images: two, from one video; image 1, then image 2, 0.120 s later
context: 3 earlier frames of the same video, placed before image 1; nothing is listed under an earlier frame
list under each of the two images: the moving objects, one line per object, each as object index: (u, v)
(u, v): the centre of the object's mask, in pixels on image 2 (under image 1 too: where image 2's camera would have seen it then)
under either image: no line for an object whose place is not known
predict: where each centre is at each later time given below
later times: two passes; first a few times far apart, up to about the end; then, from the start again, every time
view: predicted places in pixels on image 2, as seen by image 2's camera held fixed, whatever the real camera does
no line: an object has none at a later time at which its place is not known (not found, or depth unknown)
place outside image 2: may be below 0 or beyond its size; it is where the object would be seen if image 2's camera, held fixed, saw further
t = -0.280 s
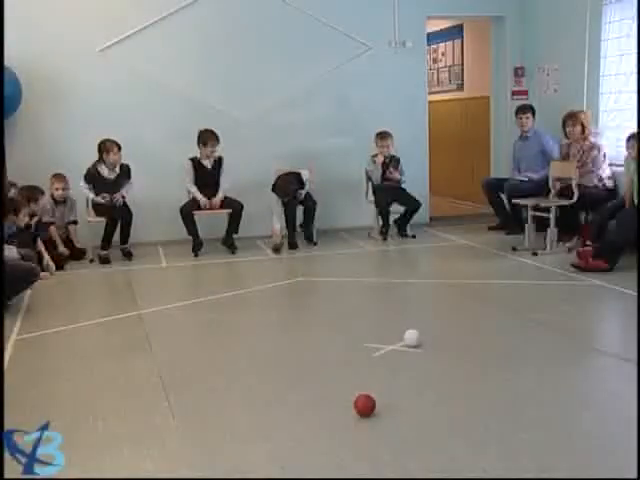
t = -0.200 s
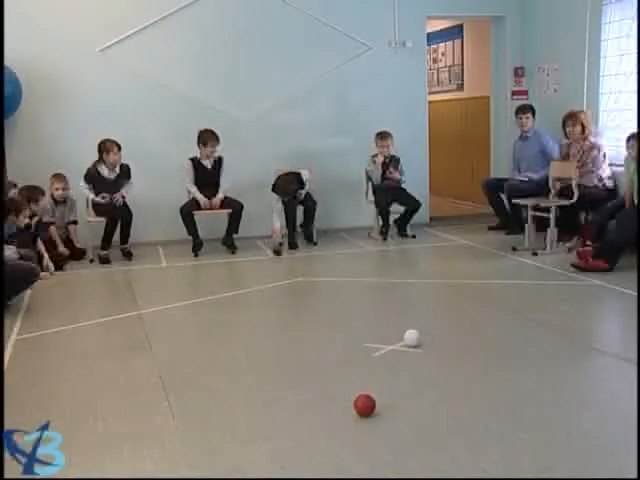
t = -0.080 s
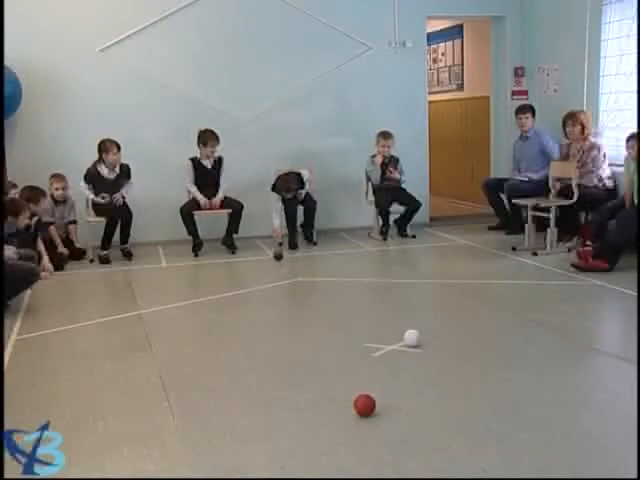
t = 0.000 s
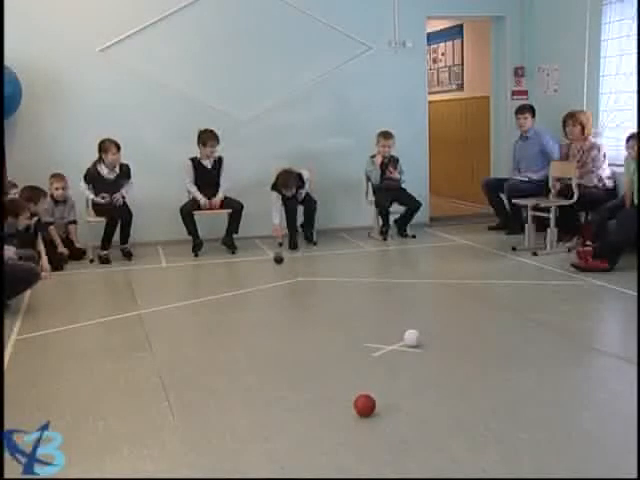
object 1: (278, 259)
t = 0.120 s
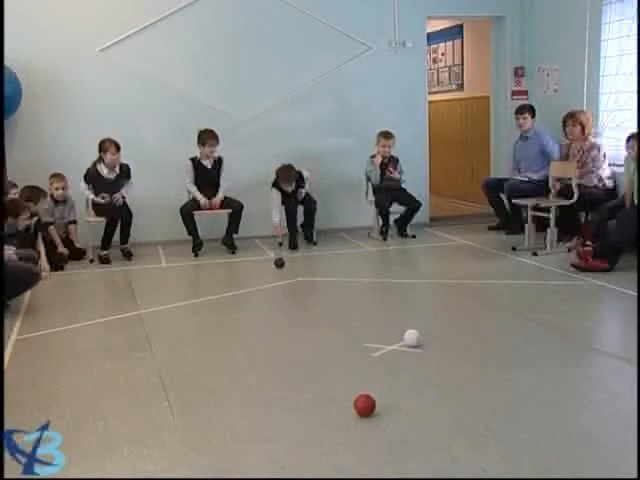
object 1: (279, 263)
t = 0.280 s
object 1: (280, 269)
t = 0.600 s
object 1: (280, 280)
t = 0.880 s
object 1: (280, 289)
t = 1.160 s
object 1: (278, 300)
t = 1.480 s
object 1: (274, 311)
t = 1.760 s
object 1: (269, 320)
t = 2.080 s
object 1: (260, 331)
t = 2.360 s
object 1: (251, 340)
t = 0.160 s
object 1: (279, 264)
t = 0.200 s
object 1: (280, 265)
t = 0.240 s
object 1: (280, 267)
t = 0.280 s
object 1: (280, 269)
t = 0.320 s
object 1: (280, 270)
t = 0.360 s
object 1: (280, 271)
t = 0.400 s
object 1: (280, 272)
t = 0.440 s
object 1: (280, 274)
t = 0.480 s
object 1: (280, 274)
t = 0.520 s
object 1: (281, 277)
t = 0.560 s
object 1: (280, 278)
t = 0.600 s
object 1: (280, 280)
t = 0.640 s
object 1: (281, 281)
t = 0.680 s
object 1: (281, 282)
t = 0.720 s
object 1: (281, 284)
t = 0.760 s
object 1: (281, 285)
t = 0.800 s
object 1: (281, 287)
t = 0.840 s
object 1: (281, 288)
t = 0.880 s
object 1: (280, 289)
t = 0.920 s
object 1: (280, 291)
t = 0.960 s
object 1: (280, 292)
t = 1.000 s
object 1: (280, 294)
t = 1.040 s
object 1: (279, 295)
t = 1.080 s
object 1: (279, 297)
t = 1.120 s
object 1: (279, 298)
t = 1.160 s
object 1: (278, 300)
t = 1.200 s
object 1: (278, 301)
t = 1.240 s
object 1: (278, 302)
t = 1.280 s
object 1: (277, 304)
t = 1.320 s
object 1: (277, 305)
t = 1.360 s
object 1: (276, 307)
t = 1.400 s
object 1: (276, 309)
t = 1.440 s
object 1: (275, 309)
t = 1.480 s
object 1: (274, 311)
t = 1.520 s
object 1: (274, 312)
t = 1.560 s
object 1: (273, 314)
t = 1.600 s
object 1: (272, 315)
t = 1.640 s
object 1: (271, 317)
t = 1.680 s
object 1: (270, 318)
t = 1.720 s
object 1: (269, 319)
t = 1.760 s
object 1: (269, 320)
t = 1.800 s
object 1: (268, 322)
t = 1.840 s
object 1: (267, 324)
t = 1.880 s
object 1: (266, 325)
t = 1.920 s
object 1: (265, 326)
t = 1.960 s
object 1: (264, 328)
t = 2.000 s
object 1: (262, 329)
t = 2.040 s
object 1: (261, 330)
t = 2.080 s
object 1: (260, 331)
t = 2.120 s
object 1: (259, 332)
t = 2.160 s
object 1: (258, 334)
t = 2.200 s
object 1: (257, 335)
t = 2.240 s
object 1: (255, 336)
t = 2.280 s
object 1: (254, 338)
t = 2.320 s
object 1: (253, 339)
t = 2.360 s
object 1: (251, 340)
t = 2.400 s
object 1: (250, 341)
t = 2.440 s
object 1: (249, 342)
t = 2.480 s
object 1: (248, 344)
